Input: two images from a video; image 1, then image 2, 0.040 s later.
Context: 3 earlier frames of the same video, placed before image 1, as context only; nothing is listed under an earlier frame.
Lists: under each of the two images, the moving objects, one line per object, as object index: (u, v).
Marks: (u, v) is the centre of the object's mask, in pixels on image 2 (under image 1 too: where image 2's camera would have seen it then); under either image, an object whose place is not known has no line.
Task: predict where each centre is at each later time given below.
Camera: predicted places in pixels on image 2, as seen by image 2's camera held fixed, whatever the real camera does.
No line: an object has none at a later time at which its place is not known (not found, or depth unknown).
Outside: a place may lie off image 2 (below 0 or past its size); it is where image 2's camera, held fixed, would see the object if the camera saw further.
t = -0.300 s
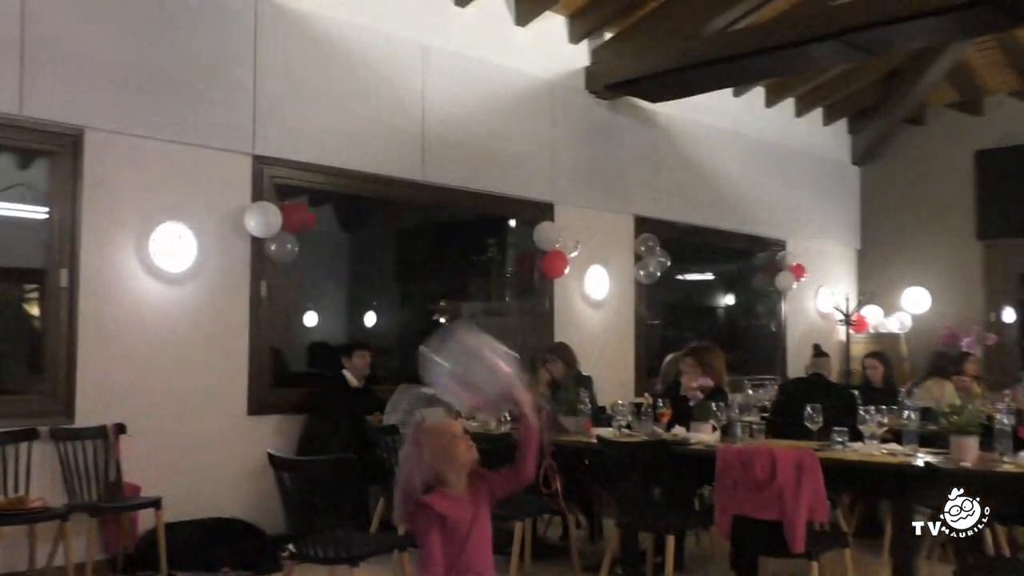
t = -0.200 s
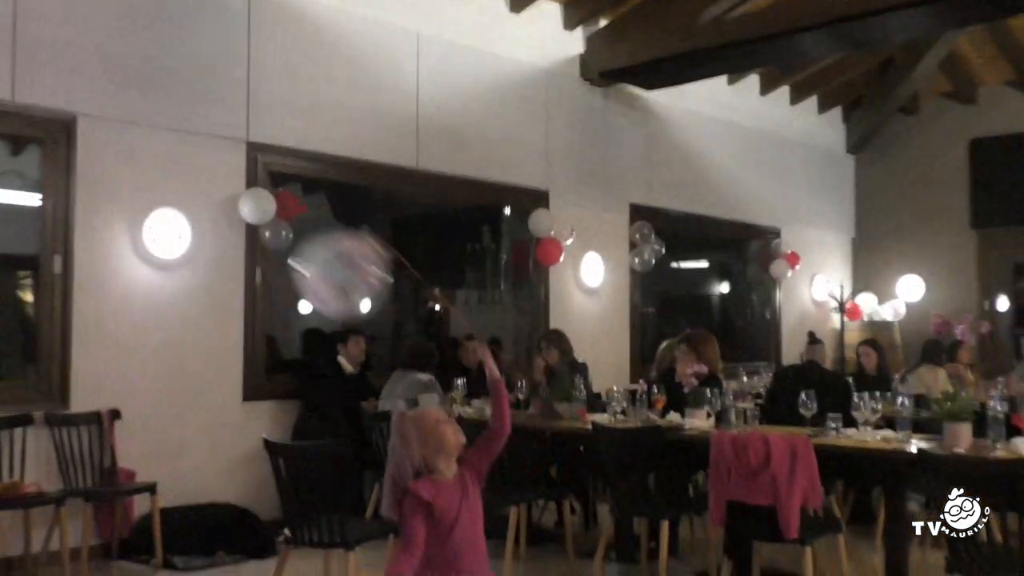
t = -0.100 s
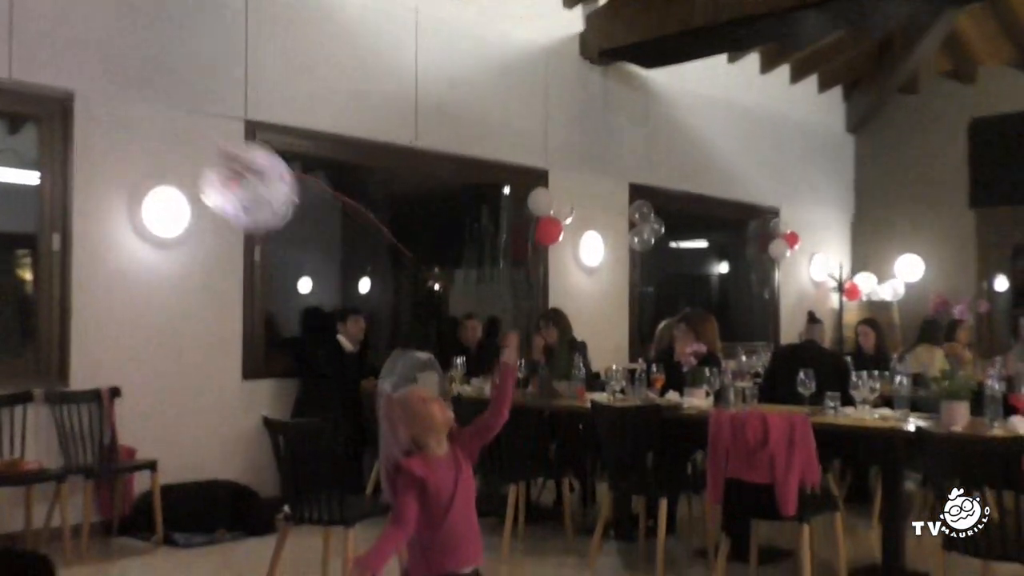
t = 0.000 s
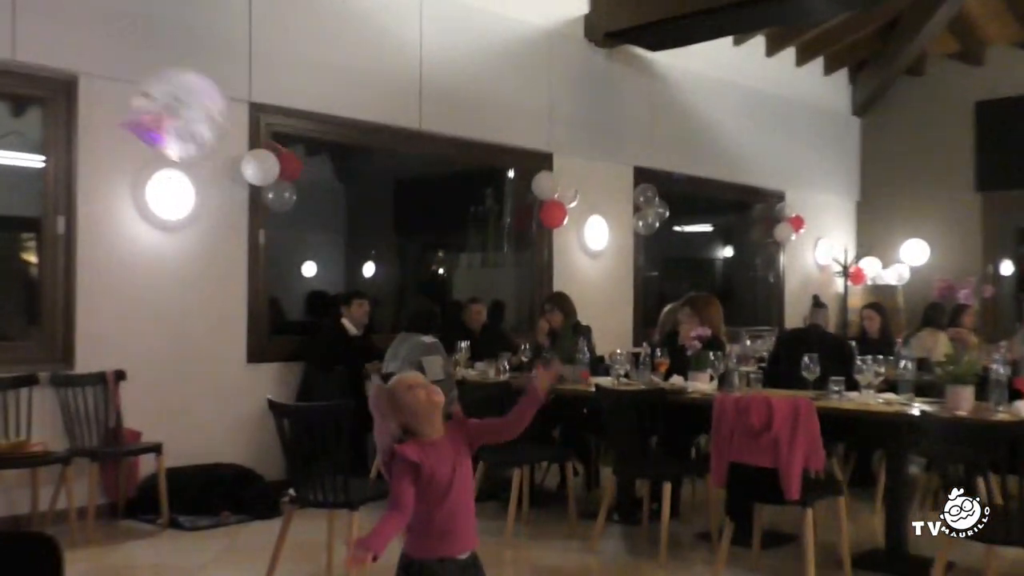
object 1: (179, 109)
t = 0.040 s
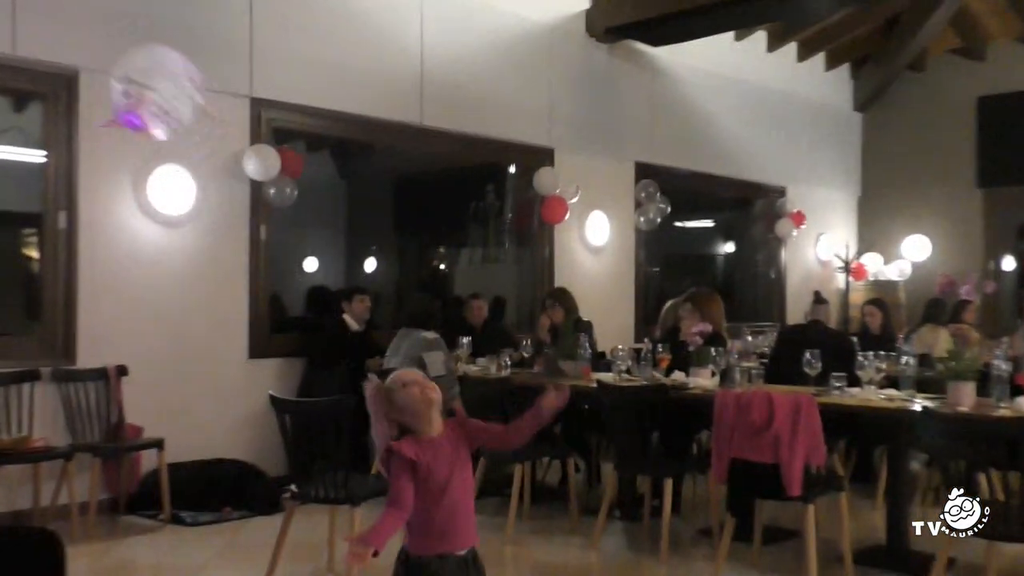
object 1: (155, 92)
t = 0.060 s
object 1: (144, 84)
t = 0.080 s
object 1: (132, 76)
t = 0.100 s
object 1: (120, 69)
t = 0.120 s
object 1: (111, 63)
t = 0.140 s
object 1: (101, 58)
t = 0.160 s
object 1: (91, 54)
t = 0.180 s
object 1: (82, 50)
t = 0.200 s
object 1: (75, 47)
